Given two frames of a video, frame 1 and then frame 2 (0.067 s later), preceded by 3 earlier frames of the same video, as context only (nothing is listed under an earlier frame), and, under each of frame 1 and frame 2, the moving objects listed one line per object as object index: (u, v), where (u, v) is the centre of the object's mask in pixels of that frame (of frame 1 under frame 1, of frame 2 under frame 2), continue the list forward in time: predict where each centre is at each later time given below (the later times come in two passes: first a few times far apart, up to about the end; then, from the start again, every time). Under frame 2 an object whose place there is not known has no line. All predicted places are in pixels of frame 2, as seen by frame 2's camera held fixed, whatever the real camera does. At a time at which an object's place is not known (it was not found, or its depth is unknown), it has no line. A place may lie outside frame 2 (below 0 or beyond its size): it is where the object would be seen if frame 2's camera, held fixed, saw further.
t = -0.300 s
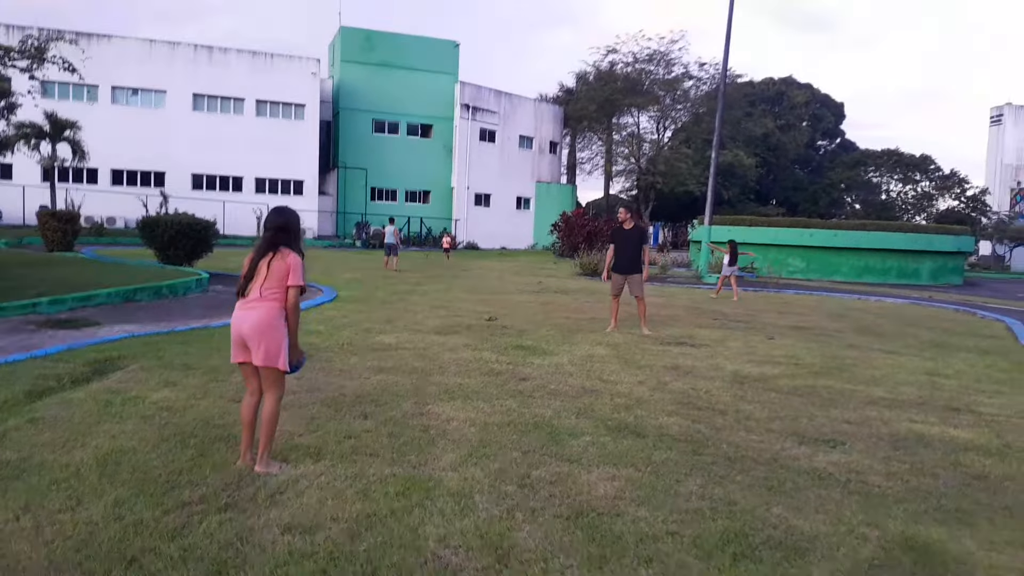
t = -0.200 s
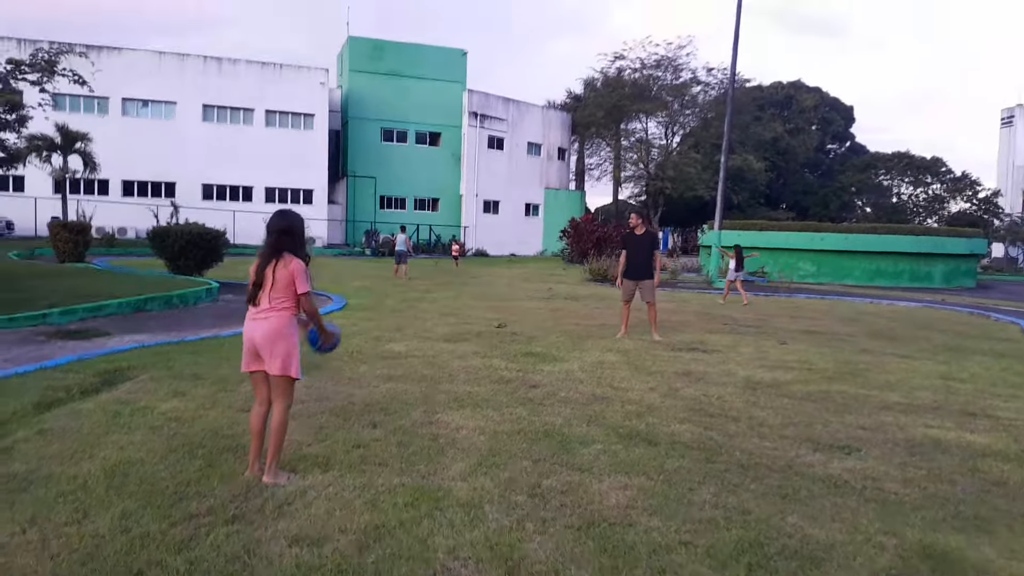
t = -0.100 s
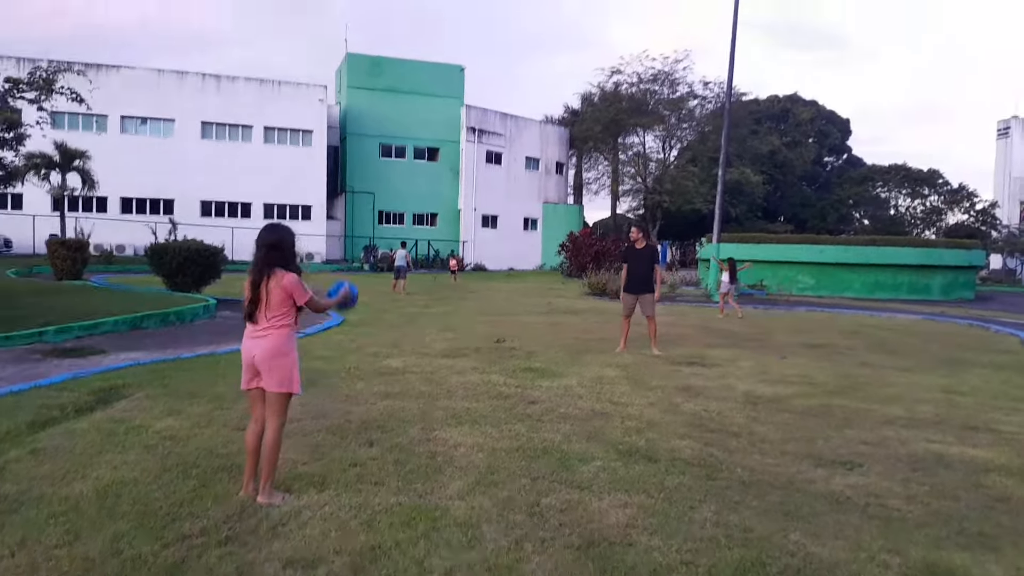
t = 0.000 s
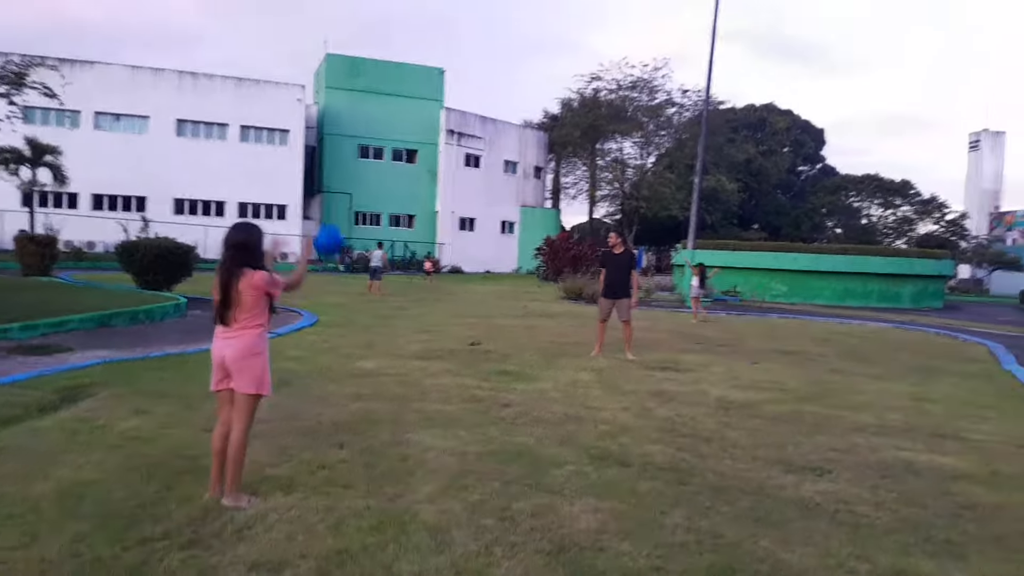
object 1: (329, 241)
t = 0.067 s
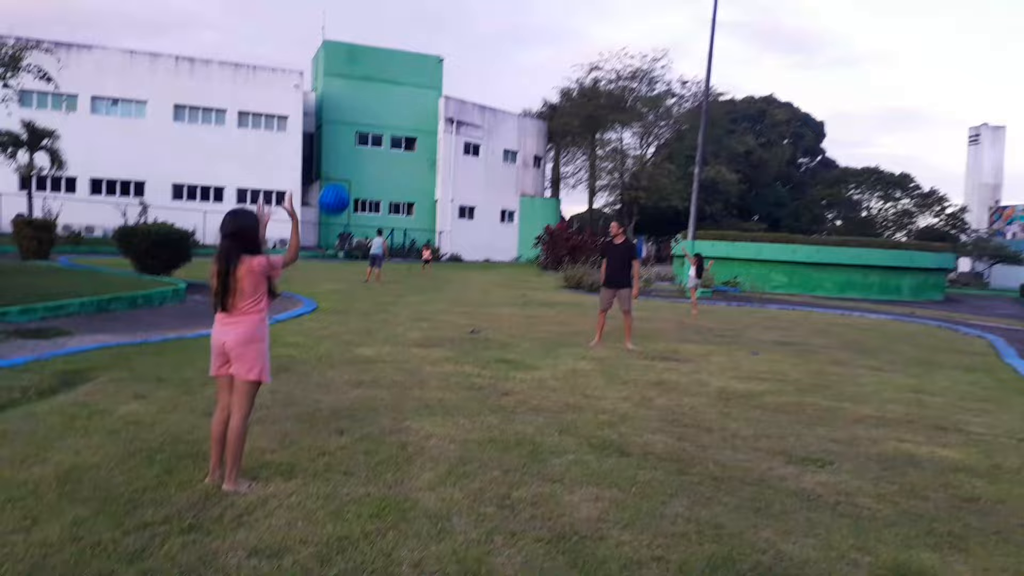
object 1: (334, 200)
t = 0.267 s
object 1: (349, 157)
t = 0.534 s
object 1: (359, 186)
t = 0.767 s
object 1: (367, 273)
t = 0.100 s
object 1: (336, 189)
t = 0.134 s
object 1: (339, 179)
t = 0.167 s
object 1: (342, 171)
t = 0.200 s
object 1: (345, 164)
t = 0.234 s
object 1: (347, 160)
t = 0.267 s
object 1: (349, 157)
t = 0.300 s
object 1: (351, 156)
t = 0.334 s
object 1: (351, 156)
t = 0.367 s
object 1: (353, 157)
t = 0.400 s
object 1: (354, 160)
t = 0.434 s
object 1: (356, 165)
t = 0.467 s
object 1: (357, 171)
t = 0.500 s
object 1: (358, 178)
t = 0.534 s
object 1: (359, 186)
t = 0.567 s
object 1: (360, 197)
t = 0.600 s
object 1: (361, 206)
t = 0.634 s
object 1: (361, 217)
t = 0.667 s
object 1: (362, 230)
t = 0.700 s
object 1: (362, 243)
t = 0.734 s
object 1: (364, 258)
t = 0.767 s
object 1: (367, 273)
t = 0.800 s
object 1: (369, 289)
